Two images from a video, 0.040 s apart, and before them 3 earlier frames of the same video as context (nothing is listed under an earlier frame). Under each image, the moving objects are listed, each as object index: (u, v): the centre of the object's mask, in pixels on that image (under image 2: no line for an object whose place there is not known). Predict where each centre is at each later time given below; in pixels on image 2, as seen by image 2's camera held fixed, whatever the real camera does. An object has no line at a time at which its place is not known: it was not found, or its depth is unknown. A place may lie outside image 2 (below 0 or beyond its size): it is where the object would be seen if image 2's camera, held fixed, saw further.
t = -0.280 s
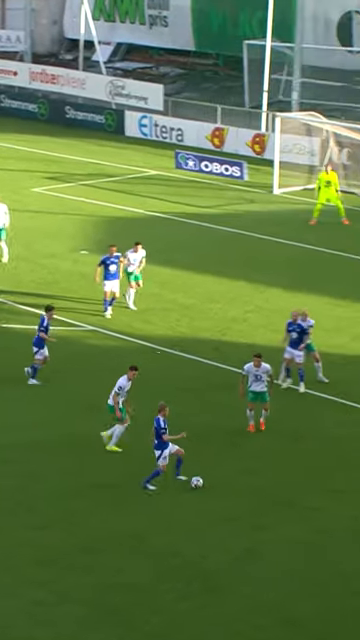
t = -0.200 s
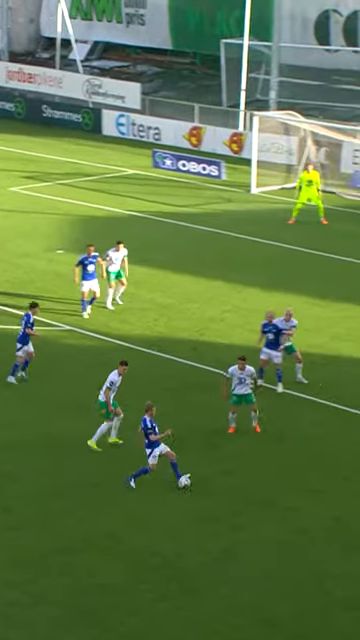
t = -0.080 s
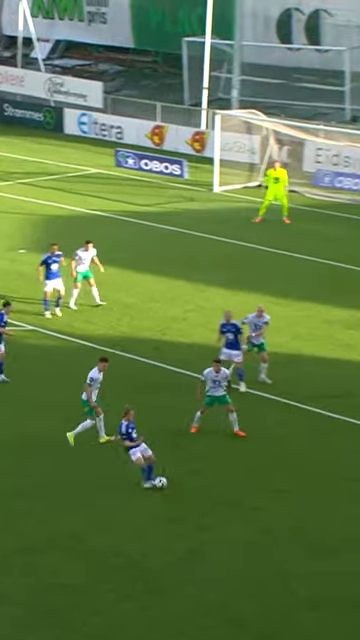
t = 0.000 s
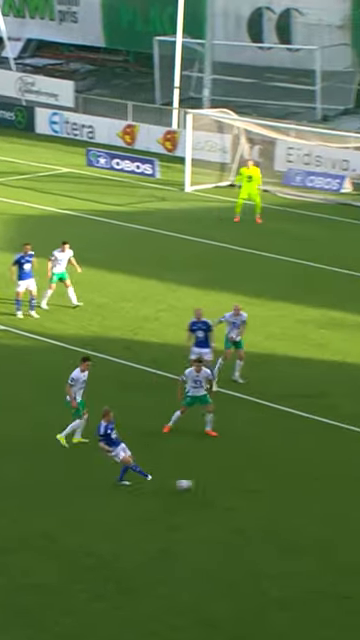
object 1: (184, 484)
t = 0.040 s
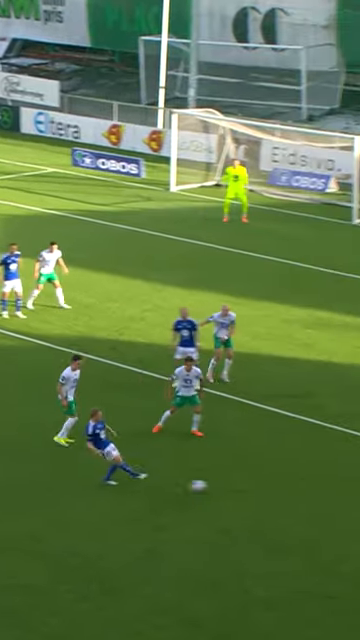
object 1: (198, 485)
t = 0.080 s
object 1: (228, 487)
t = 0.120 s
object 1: (258, 490)
